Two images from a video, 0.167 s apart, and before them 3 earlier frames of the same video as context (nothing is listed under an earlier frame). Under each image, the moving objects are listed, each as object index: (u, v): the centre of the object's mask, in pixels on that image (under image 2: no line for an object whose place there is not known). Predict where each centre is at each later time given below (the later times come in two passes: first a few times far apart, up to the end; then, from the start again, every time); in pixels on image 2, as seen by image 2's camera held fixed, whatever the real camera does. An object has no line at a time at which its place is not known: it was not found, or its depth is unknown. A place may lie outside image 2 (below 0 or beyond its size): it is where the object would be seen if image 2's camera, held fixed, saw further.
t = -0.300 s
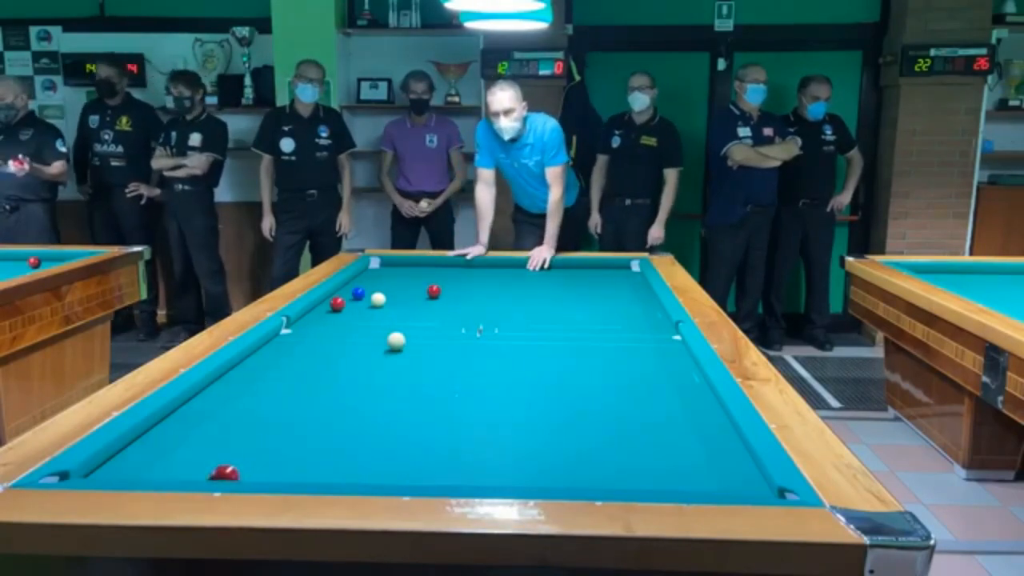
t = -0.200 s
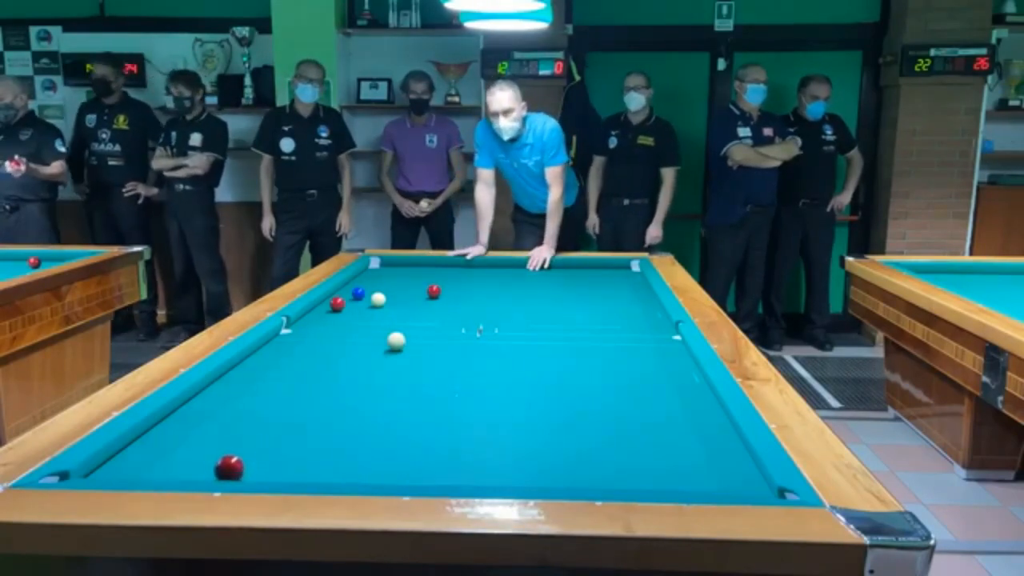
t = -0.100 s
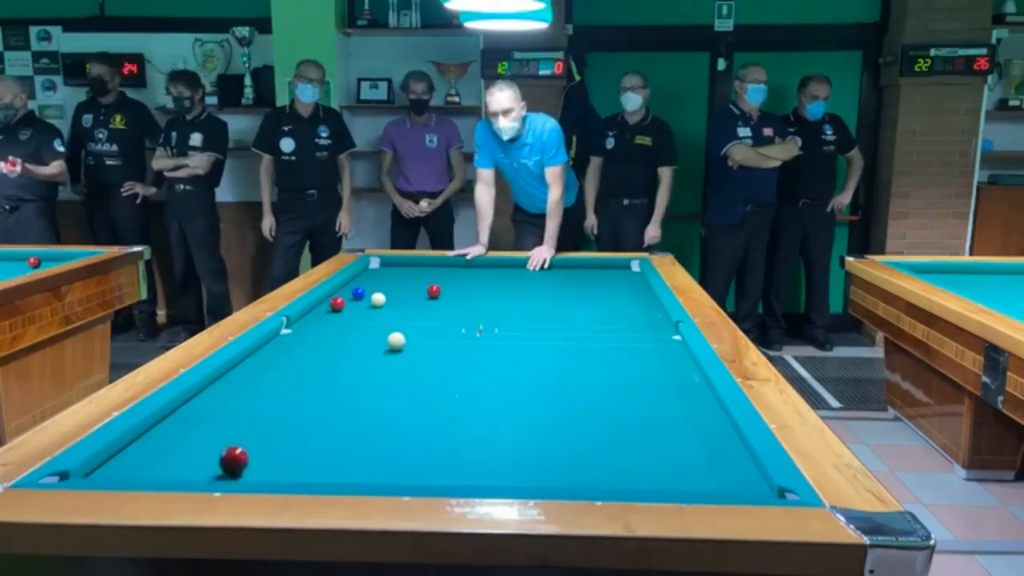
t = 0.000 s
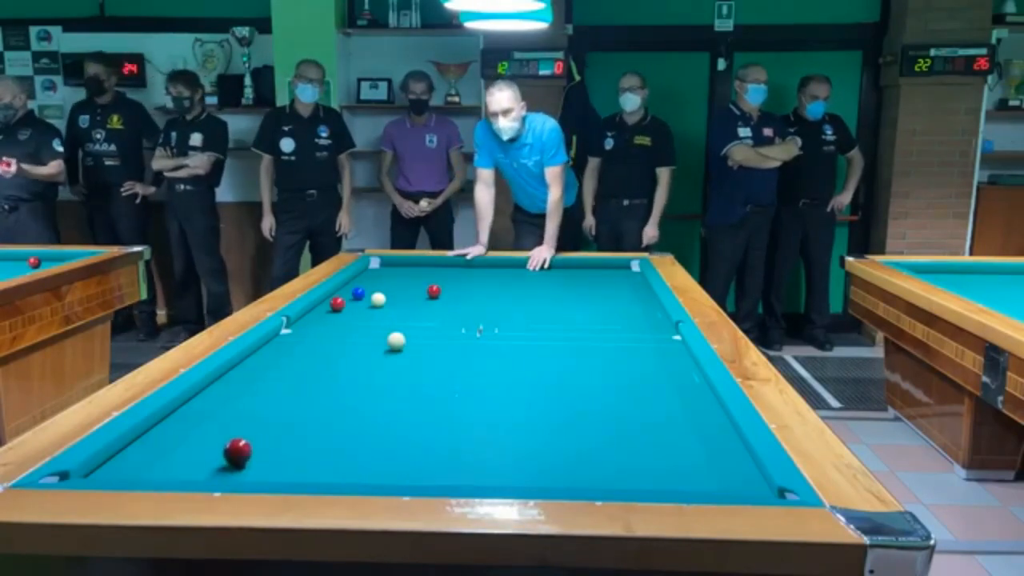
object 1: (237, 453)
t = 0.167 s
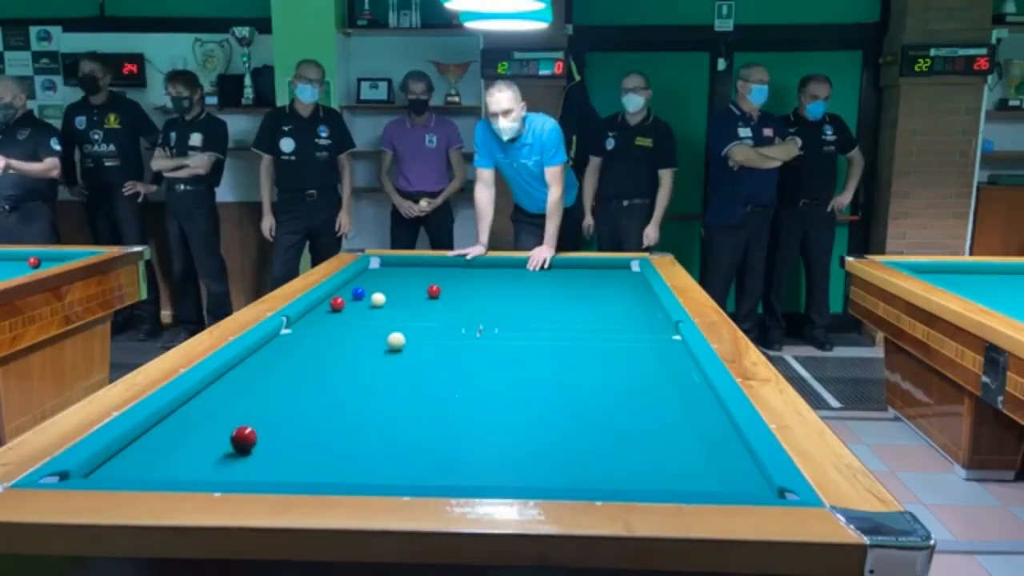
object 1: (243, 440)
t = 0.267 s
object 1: (247, 433)
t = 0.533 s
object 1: (255, 415)
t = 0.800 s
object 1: (262, 400)
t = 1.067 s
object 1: (269, 386)
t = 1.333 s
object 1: (274, 375)
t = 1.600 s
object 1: (280, 364)
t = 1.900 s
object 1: (285, 354)
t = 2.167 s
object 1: (289, 345)
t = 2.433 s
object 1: (293, 338)
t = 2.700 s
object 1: (296, 331)
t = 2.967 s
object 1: (299, 325)
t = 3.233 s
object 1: (302, 320)
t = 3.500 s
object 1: (308, 314)
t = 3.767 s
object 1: (315, 311)
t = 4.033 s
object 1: (322, 306)
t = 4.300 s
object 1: (321, 305)
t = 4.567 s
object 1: (324, 303)
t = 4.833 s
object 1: (327, 302)
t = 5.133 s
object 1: (331, 300)
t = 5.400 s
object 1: (334, 299)
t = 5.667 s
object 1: (337, 298)
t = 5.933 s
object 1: (338, 298)
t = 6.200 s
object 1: (340, 297)
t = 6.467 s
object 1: (342, 296)
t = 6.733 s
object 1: (342, 296)
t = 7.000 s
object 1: (343, 296)
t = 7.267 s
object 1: (344, 296)
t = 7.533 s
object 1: (344, 296)
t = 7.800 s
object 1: (344, 296)
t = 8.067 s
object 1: (344, 296)
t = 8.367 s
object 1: (344, 296)
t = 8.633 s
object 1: (344, 296)
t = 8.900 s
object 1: (345, 296)
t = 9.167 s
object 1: (344, 296)
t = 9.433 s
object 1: (344, 296)
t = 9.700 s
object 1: (344, 296)
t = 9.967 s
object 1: (344, 296)
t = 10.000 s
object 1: (344, 296)
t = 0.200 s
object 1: (244, 437)
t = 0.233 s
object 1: (246, 435)
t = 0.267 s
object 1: (247, 433)
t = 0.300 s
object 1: (248, 430)
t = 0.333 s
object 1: (249, 428)
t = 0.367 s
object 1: (250, 426)
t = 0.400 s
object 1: (251, 424)
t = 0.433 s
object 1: (252, 421)
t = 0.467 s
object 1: (253, 419)
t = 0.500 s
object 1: (254, 417)
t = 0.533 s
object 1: (255, 415)
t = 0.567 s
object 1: (256, 413)
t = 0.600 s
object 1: (257, 411)
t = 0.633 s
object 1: (258, 409)
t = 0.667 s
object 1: (259, 407)
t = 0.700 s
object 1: (260, 405)
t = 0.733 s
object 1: (261, 403)
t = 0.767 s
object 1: (262, 402)
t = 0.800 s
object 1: (262, 400)
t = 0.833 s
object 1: (263, 398)
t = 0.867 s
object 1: (264, 396)
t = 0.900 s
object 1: (265, 394)
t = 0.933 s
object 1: (266, 393)
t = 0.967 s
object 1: (267, 391)
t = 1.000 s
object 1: (267, 389)
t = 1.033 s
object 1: (268, 388)
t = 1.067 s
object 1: (269, 386)
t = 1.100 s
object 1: (269, 385)
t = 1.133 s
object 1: (270, 383)
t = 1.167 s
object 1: (271, 382)
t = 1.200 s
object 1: (272, 380)
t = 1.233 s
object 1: (272, 379)
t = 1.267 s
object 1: (273, 377)
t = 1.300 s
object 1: (274, 376)
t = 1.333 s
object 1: (274, 375)
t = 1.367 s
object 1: (275, 373)
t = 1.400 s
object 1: (276, 372)
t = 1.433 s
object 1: (276, 370)
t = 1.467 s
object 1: (277, 369)
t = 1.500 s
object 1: (277, 368)
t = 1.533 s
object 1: (278, 367)
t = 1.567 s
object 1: (279, 366)
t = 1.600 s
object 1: (280, 364)
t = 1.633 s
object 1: (280, 363)
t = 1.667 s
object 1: (281, 362)
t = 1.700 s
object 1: (281, 361)
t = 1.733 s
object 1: (282, 359)
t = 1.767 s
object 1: (283, 358)
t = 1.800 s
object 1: (283, 357)
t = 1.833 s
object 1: (284, 356)
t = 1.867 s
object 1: (284, 355)
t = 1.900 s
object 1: (285, 354)
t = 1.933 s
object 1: (285, 353)
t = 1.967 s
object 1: (286, 352)
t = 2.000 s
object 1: (286, 351)
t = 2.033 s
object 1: (287, 350)
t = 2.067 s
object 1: (287, 349)
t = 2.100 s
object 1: (288, 348)
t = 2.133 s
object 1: (288, 347)
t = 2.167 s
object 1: (289, 345)
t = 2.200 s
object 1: (289, 345)
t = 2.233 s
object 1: (290, 344)
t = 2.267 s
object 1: (290, 342)
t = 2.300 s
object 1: (291, 342)
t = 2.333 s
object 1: (291, 341)
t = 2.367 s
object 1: (292, 340)
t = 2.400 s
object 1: (292, 339)
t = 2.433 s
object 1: (293, 338)
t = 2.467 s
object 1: (293, 337)
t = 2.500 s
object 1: (293, 337)
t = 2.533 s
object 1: (294, 335)
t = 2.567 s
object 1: (294, 335)
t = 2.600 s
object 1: (295, 334)
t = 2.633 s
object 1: (295, 333)
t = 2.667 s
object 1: (296, 332)
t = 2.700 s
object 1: (296, 331)
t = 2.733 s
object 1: (296, 330)
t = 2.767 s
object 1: (297, 329)
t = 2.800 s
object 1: (297, 329)
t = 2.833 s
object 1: (298, 328)
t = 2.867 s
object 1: (298, 327)
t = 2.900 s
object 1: (298, 327)
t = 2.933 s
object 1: (299, 326)
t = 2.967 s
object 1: (299, 325)
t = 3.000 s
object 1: (299, 324)
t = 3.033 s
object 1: (300, 324)
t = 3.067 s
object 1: (301, 323)
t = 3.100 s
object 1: (301, 322)
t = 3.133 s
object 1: (301, 322)
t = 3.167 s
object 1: (302, 321)
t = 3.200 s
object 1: (302, 321)
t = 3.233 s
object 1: (302, 320)
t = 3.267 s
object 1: (302, 319)
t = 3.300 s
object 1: (302, 318)
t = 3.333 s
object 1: (303, 318)
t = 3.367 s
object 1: (303, 317)
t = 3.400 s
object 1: (304, 317)
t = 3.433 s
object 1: (305, 316)
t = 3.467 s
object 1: (306, 315)
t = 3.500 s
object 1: (308, 314)
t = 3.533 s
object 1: (309, 314)
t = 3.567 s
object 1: (310, 314)
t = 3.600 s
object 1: (311, 313)
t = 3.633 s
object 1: (312, 312)
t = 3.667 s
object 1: (312, 312)
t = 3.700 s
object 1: (313, 312)
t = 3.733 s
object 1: (314, 311)
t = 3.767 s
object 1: (315, 311)
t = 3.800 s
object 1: (316, 310)
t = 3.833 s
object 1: (317, 309)
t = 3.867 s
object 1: (318, 309)
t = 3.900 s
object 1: (319, 309)
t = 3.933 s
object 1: (320, 308)
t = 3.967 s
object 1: (321, 308)
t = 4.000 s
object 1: (321, 307)
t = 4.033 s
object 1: (322, 306)
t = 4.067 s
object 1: (323, 306)
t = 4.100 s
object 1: (322, 306)
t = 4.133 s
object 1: (322, 306)
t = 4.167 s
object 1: (322, 305)
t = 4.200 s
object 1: (322, 305)
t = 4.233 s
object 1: (322, 305)
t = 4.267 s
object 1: (321, 305)
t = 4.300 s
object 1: (321, 305)
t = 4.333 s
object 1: (321, 304)
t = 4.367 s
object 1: (321, 304)
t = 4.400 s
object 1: (321, 304)
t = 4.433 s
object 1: (321, 304)
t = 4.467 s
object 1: (322, 303)
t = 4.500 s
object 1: (322, 303)
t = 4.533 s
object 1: (323, 303)
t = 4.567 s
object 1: (324, 303)
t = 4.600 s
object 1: (324, 302)
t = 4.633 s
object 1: (325, 302)
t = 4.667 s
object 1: (325, 302)
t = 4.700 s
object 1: (326, 302)
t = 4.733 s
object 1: (326, 302)
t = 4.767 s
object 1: (326, 302)
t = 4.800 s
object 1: (327, 302)
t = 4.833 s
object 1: (327, 302)
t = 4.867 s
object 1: (328, 301)
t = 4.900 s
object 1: (328, 301)
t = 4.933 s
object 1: (329, 301)
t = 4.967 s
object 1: (329, 301)
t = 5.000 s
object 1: (330, 301)
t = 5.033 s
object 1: (330, 301)
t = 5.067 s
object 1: (331, 301)
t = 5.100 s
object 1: (331, 301)
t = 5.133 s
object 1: (331, 300)
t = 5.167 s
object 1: (332, 300)
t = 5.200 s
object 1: (332, 300)
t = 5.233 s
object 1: (332, 300)
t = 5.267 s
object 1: (333, 300)
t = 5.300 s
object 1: (333, 300)
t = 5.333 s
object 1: (334, 299)
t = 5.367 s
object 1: (334, 299)
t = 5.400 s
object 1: (334, 299)
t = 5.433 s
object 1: (334, 299)
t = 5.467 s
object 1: (335, 299)
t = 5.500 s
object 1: (335, 299)
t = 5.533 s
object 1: (335, 299)
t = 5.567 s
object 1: (336, 299)
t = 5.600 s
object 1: (336, 299)
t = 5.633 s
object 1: (336, 299)
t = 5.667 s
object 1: (337, 298)
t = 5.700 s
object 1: (337, 298)
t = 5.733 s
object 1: (337, 298)
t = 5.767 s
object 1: (337, 298)
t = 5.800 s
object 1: (338, 298)
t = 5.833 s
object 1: (338, 298)
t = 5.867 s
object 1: (338, 298)
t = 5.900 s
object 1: (338, 298)
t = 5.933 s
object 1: (338, 298)
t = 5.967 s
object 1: (339, 297)
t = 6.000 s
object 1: (339, 297)
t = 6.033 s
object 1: (339, 297)
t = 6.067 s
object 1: (339, 297)
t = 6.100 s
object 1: (340, 297)
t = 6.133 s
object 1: (340, 297)
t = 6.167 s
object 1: (340, 297)
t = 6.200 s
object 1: (340, 297)
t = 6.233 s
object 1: (340, 297)
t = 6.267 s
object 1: (340, 297)
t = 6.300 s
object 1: (341, 297)
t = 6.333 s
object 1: (341, 296)
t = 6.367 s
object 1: (341, 296)
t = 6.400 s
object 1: (341, 296)
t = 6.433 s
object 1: (342, 296)
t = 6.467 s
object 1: (342, 296)
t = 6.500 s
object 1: (342, 296)
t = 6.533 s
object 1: (342, 296)
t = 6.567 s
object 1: (342, 296)
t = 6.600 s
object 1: (342, 296)
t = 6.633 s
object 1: (342, 296)
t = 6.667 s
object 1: (342, 296)
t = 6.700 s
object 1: (342, 296)
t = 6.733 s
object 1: (342, 296)
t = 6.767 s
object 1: (342, 296)
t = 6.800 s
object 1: (343, 296)
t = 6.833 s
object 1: (343, 296)
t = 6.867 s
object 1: (343, 296)
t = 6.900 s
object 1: (343, 296)
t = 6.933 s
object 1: (343, 296)
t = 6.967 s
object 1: (343, 296)
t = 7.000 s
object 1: (343, 296)
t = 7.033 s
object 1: (344, 296)
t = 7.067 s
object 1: (344, 296)
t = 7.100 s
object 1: (344, 296)
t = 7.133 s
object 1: (344, 296)
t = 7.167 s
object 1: (344, 296)
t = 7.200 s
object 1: (344, 296)
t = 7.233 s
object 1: (344, 296)
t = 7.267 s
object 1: (344, 296)
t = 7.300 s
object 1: (344, 296)
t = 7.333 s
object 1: (344, 296)
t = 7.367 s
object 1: (344, 296)
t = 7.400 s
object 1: (344, 296)
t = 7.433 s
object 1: (344, 296)
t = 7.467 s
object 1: (344, 296)
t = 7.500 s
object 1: (344, 296)
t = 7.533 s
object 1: (344, 296)
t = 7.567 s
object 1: (344, 296)
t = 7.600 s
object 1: (344, 296)
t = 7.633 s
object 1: (344, 296)
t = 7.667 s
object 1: (344, 296)
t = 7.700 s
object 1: (344, 296)
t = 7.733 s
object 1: (344, 296)
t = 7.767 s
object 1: (344, 296)
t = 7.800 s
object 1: (344, 296)
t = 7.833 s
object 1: (344, 296)
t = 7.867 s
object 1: (344, 296)
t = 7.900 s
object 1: (344, 296)
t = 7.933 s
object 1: (344, 296)
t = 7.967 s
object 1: (344, 296)
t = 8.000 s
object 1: (344, 296)
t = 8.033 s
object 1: (344, 296)
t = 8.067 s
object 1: (344, 296)
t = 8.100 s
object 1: (344, 296)
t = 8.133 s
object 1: (344, 296)
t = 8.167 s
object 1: (344, 296)
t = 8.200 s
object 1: (344, 296)
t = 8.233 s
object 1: (344, 296)
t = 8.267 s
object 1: (344, 296)
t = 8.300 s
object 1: (344, 296)
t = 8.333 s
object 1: (344, 296)
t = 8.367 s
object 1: (344, 296)
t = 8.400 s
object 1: (344, 296)
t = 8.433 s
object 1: (345, 296)
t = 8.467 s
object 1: (344, 296)
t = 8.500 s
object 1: (345, 296)
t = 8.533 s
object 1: (344, 296)
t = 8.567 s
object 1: (344, 296)
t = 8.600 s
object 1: (344, 296)
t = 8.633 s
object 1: (344, 296)
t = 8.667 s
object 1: (344, 296)
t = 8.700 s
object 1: (344, 296)
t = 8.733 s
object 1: (345, 296)
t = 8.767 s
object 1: (345, 296)
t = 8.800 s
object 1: (345, 296)
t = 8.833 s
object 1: (345, 296)
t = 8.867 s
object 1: (345, 296)
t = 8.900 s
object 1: (345, 296)
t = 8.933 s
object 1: (345, 296)
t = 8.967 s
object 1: (345, 296)
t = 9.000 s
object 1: (345, 296)
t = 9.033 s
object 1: (345, 296)
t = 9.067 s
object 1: (345, 296)
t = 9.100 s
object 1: (345, 296)
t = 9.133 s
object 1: (344, 296)
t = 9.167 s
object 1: (344, 296)
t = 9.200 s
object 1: (344, 296)
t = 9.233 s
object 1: (344, 296)
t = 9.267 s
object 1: (345, 296)
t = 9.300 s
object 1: (344, 296)
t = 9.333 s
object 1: (344, 296)
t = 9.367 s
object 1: (344, 296)
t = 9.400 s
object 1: (344, 296)
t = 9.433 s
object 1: (344, 296)
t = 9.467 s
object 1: (344, 296)
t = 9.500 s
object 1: (344, 296)
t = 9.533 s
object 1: (344, 296)
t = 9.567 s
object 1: (344, 296)
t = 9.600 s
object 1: (344, 296)
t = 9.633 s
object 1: (344, 296)
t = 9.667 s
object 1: (344, 296)
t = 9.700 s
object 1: (344, 296)
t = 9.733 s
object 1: (344, 296)
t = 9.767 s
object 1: (344, 296)
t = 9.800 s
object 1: (344, 296)
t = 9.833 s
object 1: (344, 296)
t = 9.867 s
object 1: (344, 296)
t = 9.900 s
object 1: (344, 296)
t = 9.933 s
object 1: (344, 296)
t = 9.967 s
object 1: (344, 296)
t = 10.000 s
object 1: (344, 296)
